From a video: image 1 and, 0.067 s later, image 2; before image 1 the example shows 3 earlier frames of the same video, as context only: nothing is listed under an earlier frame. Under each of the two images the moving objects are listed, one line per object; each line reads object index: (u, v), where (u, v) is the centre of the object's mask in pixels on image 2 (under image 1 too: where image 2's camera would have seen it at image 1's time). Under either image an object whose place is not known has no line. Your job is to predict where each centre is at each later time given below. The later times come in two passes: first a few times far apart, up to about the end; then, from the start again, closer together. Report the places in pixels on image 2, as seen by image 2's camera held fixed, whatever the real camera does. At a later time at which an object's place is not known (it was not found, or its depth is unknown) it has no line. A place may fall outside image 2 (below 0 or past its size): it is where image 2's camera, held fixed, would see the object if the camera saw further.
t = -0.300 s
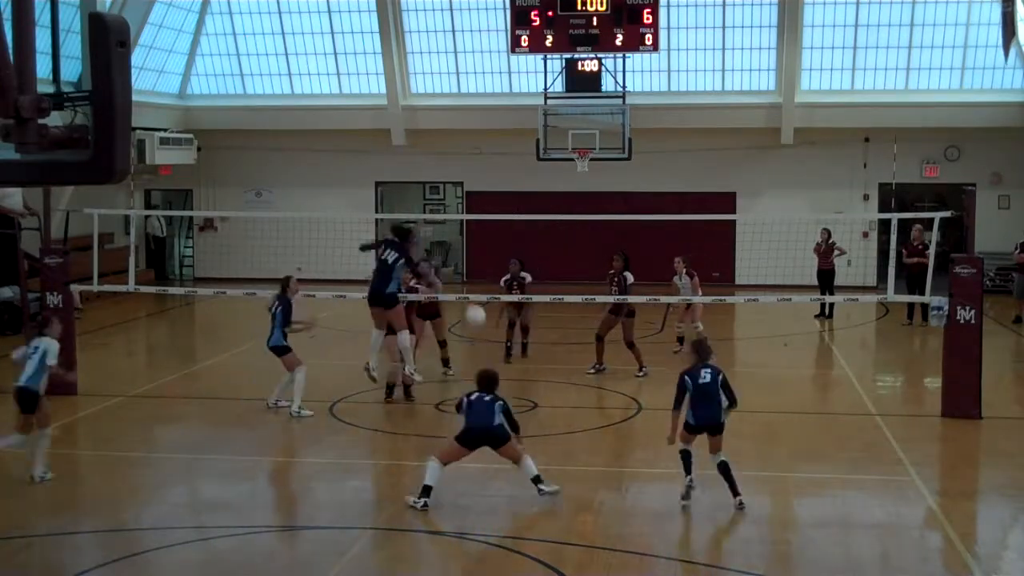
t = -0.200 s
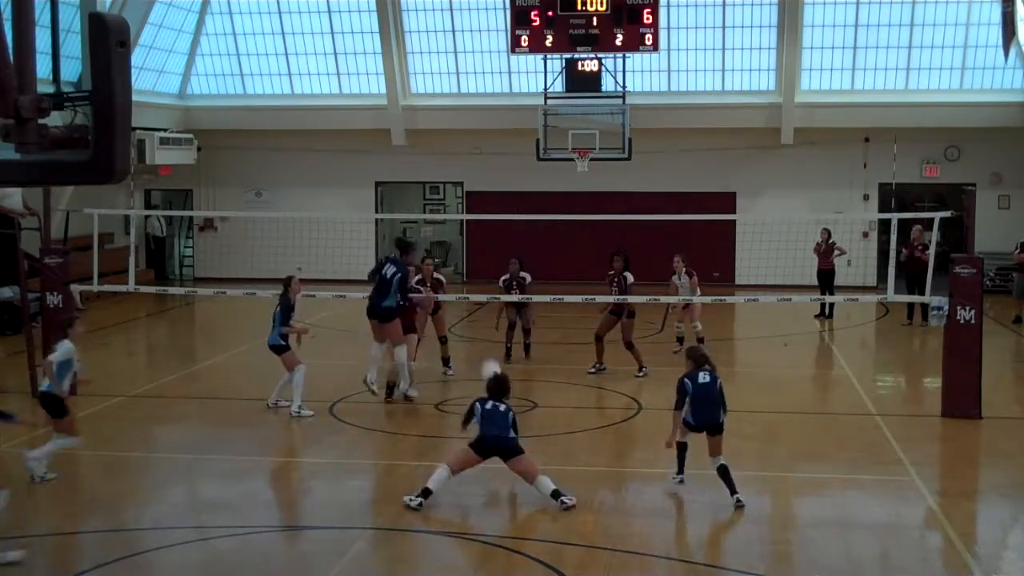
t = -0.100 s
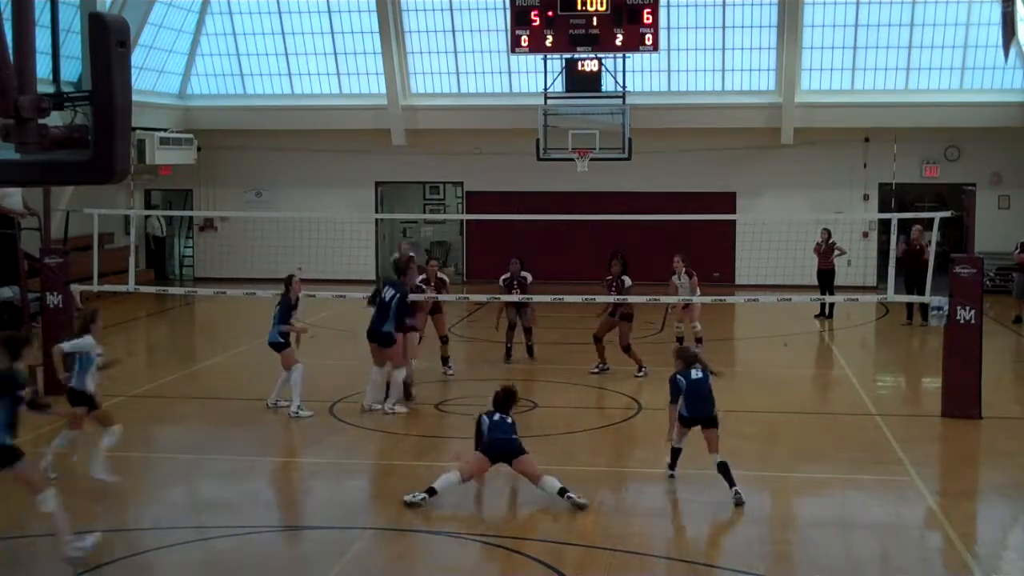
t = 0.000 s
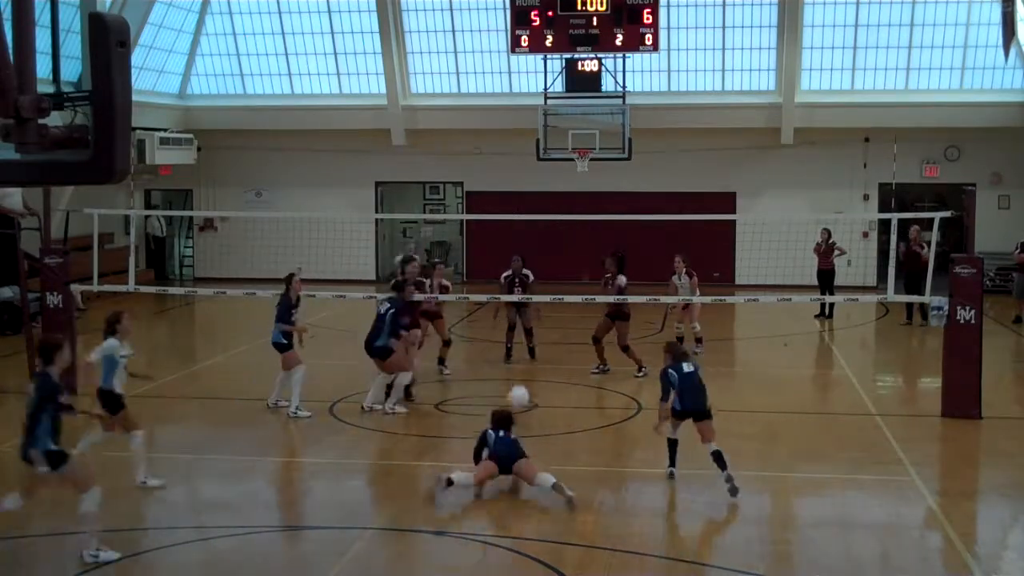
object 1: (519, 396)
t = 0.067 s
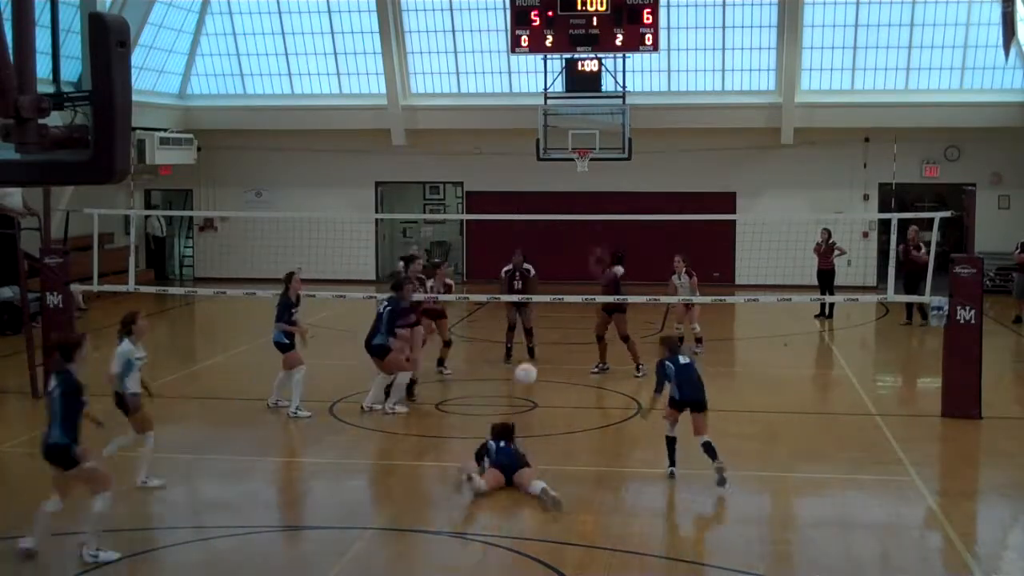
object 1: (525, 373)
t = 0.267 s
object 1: (550, 327)
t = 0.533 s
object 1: (587, 328)
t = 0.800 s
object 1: (627, 416)
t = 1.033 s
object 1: (665, 510)
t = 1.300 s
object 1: (718, 444)
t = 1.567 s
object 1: (779, 473)
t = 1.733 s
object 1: (817, 554)
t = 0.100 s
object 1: (529, 362)
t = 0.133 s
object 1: (533, 353)
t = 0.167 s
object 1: (537, 346)
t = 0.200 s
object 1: (542, 337)
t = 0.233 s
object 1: (546, 331)
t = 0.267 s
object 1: (550, 327)
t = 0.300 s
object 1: (555, 322)
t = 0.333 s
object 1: (559, 319)
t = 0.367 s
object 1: (563, 317)
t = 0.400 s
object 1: (568, 317)
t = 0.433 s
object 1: (572, 318)
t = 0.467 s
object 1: (577, 320)
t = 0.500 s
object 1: (581, 322)
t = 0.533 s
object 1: (587, 328)
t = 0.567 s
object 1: (591, 333)
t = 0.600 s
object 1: (596, 340)
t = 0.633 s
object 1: (602, 349)
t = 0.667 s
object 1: (607, 359)
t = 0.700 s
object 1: (612, 371)
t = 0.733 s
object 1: (616, 384)
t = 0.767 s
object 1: (623, 398)
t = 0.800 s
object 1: (627, 416)
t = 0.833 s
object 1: (633, 435)
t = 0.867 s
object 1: (638, 454)
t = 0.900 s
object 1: (644, 477)
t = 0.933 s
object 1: (651, 498)
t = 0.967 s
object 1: (655, 527)
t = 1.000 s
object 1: (660, 524)
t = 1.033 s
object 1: (665, 510)
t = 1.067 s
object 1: (672, 498)
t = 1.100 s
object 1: (678, 486)
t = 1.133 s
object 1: (687, 475)
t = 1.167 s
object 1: (692, 468)
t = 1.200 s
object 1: (698, 460)
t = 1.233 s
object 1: (704, 453)
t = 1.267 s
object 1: (711, 448)
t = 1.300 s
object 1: (718, 444)
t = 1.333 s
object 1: (726, 443)
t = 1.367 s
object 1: (733, 441)
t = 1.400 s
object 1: (739, 444)
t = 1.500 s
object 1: (762, 456)
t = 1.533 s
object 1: (771, 465)
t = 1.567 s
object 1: (779, 473)
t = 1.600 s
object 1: (786, 485)
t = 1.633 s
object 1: (792, 500)
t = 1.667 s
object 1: (801, 516)
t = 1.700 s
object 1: (808, 534)
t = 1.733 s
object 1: (817, 554)
